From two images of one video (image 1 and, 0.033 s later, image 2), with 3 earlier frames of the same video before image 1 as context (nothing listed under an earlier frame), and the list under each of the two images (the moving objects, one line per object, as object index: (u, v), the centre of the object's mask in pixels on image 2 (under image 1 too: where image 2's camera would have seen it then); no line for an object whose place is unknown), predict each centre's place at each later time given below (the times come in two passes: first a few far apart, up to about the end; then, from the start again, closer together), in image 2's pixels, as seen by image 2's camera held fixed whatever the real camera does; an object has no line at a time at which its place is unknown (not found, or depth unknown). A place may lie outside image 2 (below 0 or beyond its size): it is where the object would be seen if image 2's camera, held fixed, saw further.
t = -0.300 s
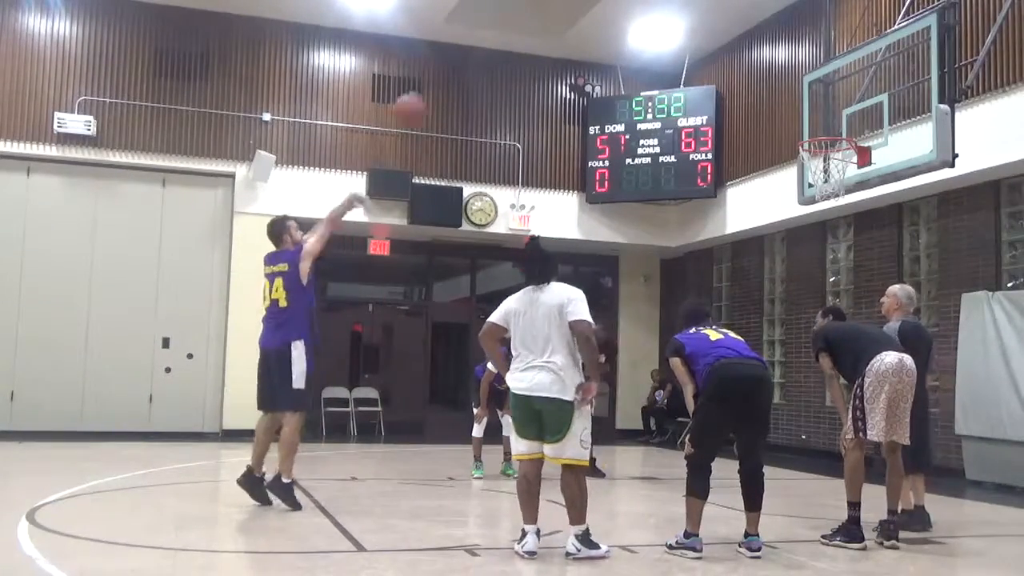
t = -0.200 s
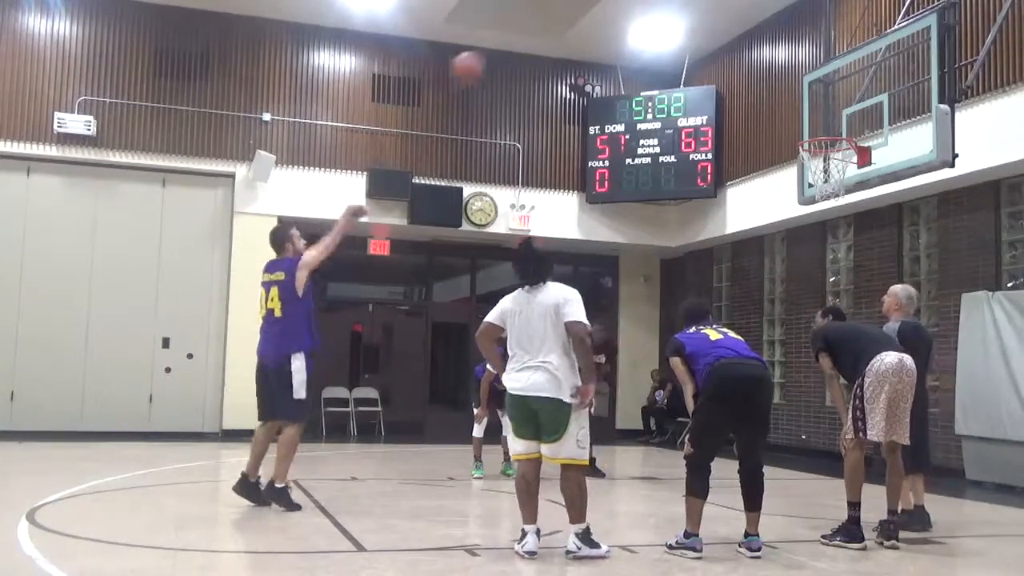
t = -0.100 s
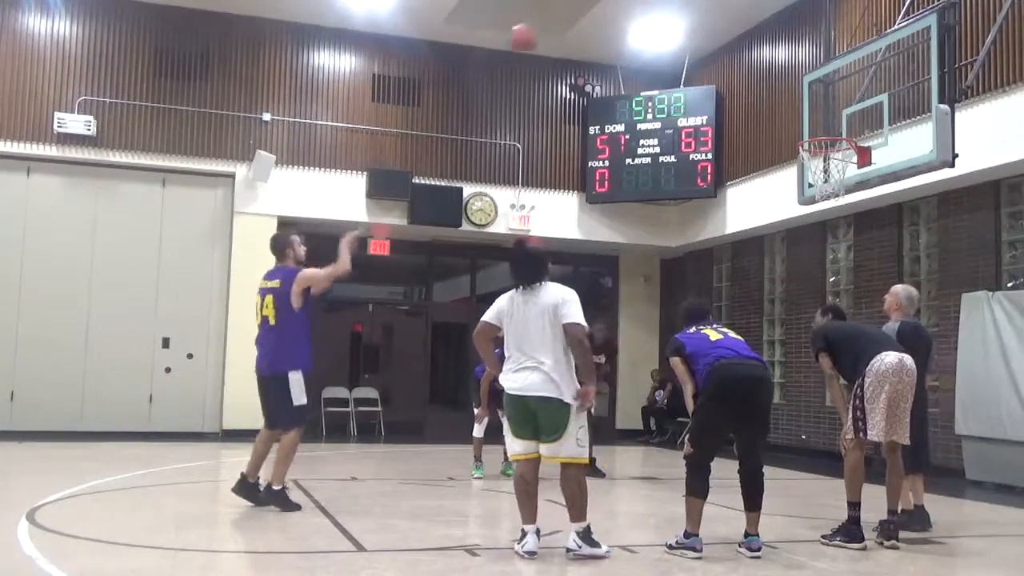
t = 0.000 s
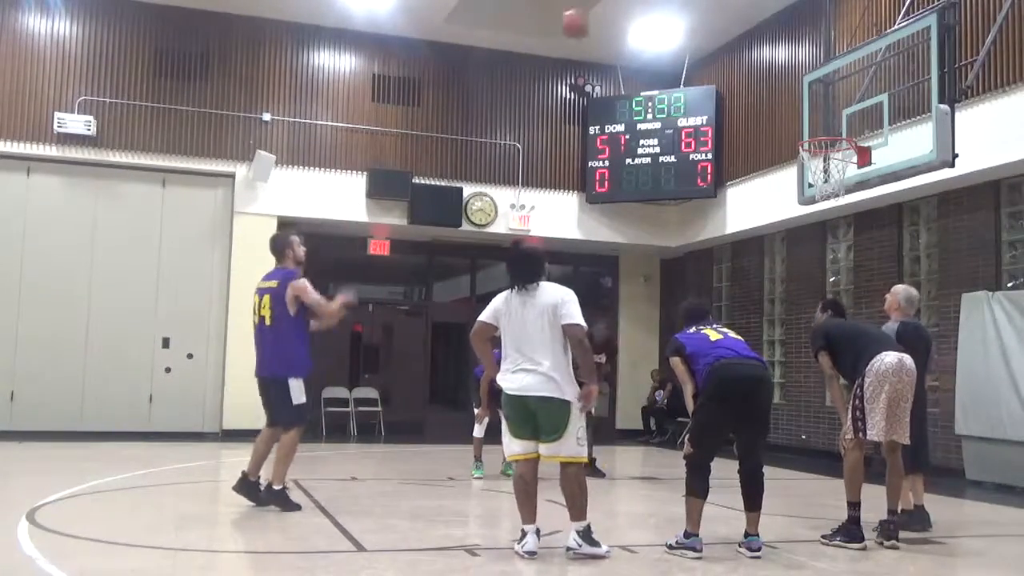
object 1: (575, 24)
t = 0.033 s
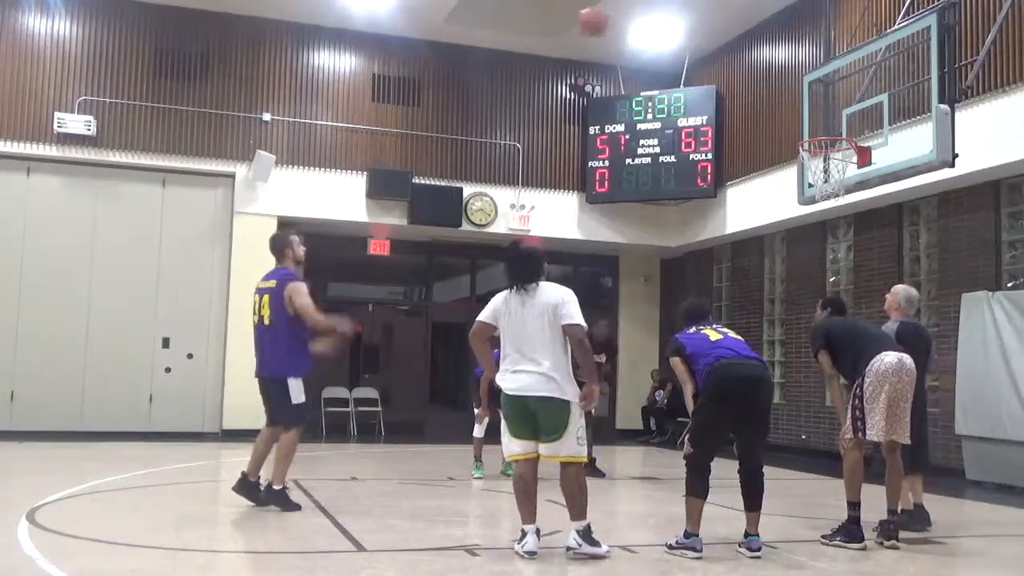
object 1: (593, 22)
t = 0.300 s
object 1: (727, 46)
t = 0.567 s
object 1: (842, 148)
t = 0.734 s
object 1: (810, 191)
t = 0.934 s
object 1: (784, 236)
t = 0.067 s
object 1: (610, 22)
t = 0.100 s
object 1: (621, 20)
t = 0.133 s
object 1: (640, 21)
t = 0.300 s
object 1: (727, 46)
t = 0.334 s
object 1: (739, 53)
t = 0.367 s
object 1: (754, 64)
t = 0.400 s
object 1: (770, 76)
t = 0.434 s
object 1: (784, 87)
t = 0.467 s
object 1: (800, 99)
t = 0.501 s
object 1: (814, 114)
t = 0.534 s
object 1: (828, 126)
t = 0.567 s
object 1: (842, 148)
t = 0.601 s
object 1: (834, 161)
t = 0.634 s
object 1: (826, 173)
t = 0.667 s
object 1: (819, 181)
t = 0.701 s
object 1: (813, 184)
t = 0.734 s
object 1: (810, 191)
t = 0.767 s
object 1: (805, 194)
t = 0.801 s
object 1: (801, 200)
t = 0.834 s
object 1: (797, 208)
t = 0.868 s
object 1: (793, 218)
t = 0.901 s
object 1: (791, 227)
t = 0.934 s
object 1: (784, 236)
